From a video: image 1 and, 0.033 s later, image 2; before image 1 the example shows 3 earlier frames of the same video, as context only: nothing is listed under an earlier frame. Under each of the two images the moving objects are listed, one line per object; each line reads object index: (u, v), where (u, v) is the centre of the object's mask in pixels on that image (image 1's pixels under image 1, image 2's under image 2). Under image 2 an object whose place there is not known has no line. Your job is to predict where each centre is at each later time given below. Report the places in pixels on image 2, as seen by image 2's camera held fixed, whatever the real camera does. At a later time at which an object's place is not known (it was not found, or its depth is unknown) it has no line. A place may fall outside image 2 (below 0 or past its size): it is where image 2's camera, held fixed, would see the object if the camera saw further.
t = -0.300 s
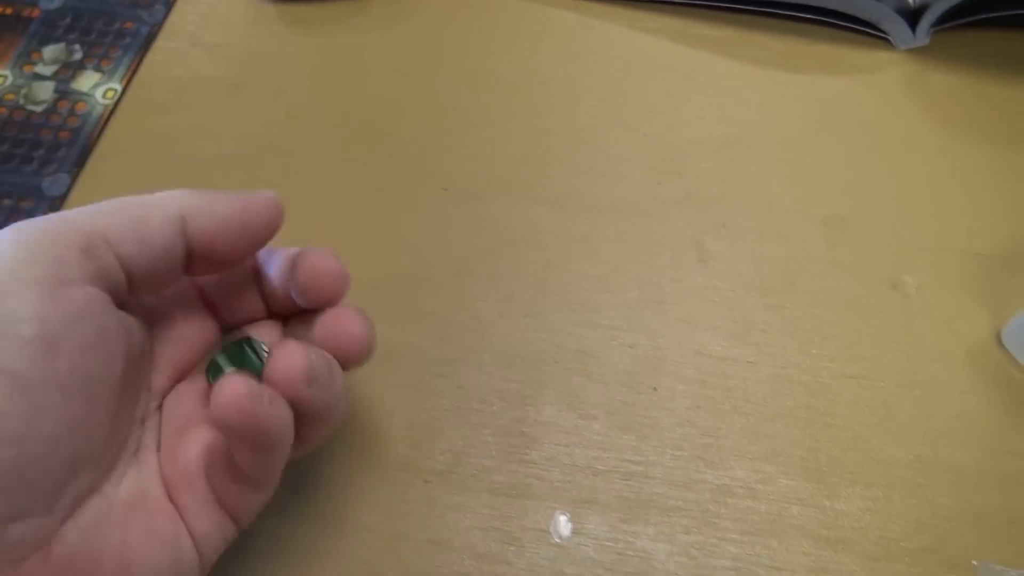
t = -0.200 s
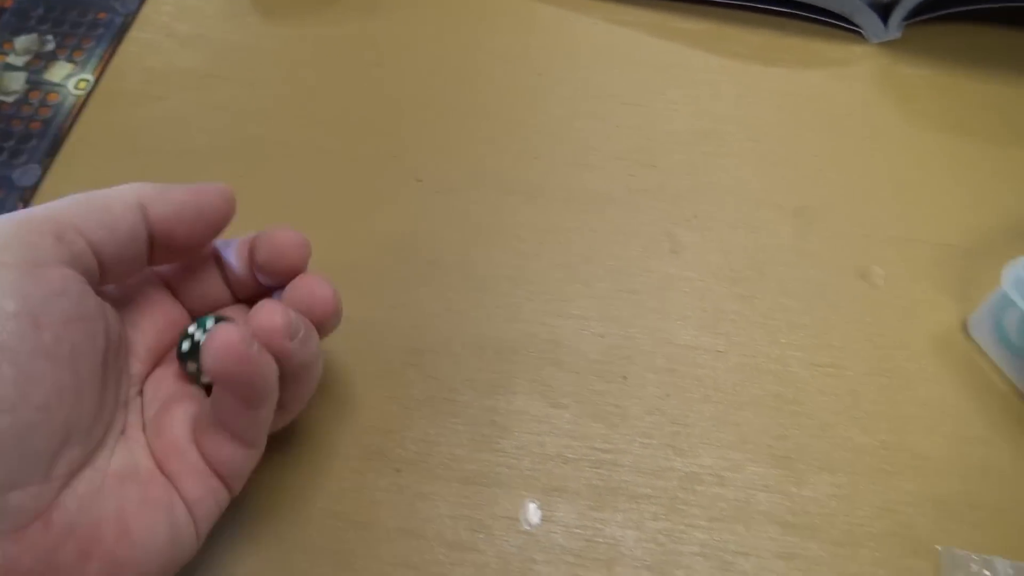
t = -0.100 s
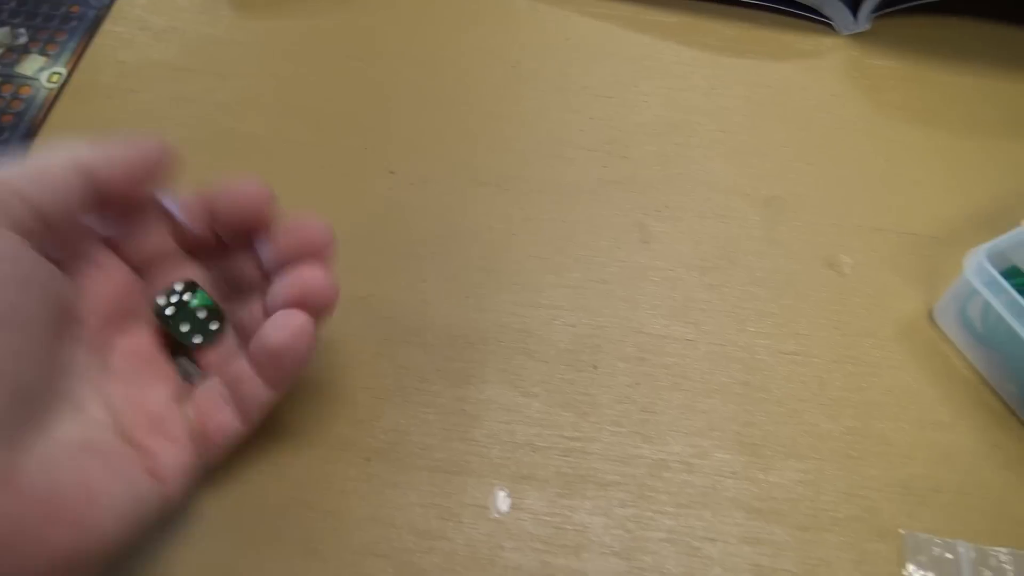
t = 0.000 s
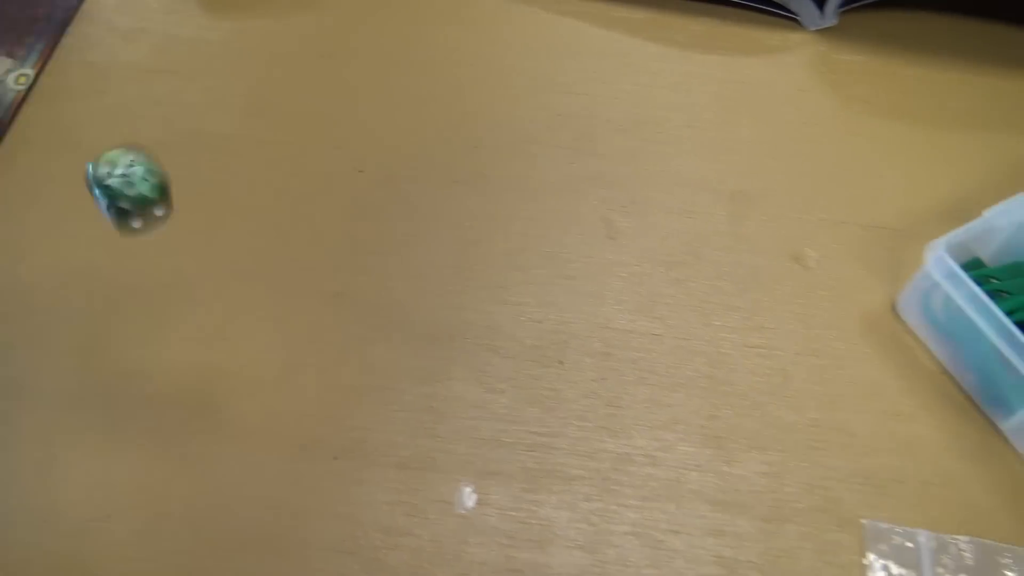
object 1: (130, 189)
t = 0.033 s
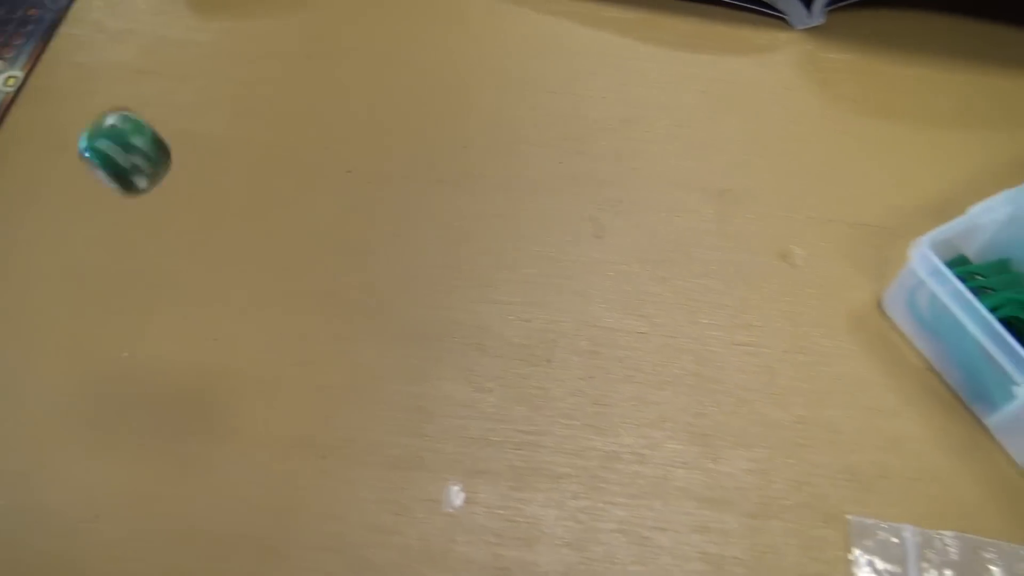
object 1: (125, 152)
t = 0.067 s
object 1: (149, 139)
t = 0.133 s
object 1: (239, 194)
